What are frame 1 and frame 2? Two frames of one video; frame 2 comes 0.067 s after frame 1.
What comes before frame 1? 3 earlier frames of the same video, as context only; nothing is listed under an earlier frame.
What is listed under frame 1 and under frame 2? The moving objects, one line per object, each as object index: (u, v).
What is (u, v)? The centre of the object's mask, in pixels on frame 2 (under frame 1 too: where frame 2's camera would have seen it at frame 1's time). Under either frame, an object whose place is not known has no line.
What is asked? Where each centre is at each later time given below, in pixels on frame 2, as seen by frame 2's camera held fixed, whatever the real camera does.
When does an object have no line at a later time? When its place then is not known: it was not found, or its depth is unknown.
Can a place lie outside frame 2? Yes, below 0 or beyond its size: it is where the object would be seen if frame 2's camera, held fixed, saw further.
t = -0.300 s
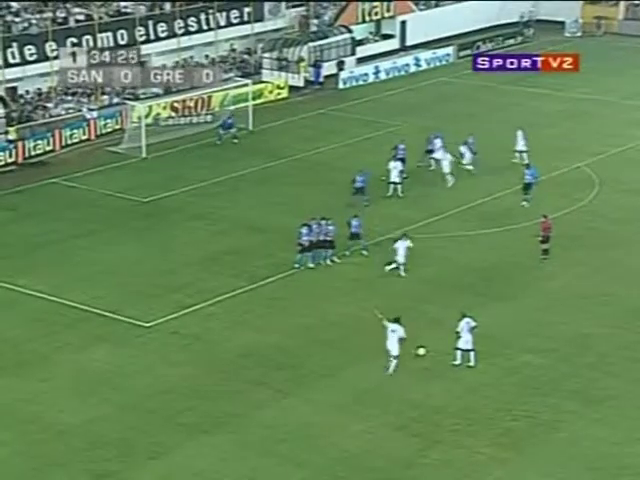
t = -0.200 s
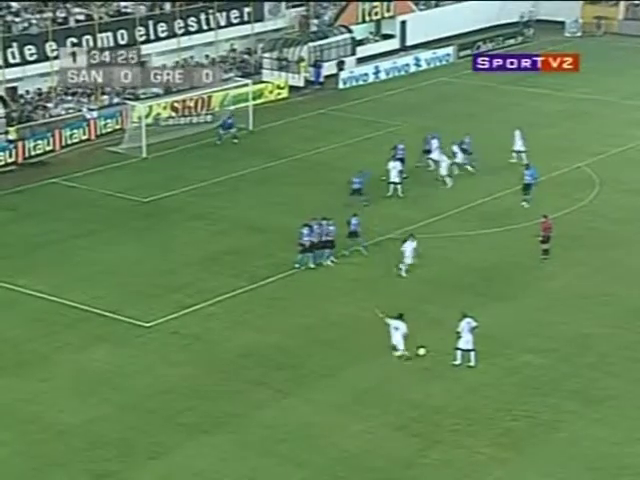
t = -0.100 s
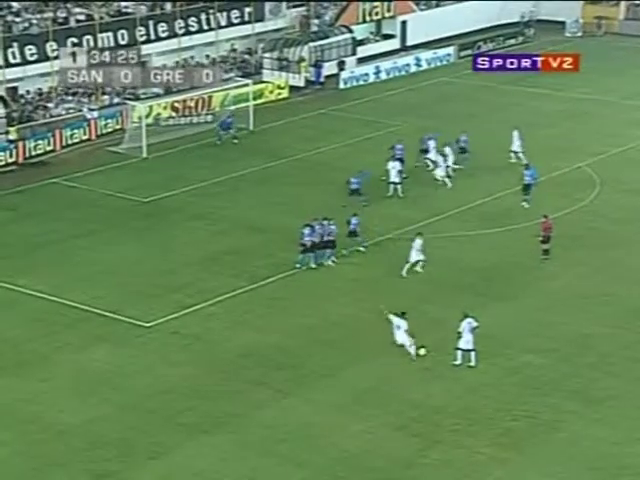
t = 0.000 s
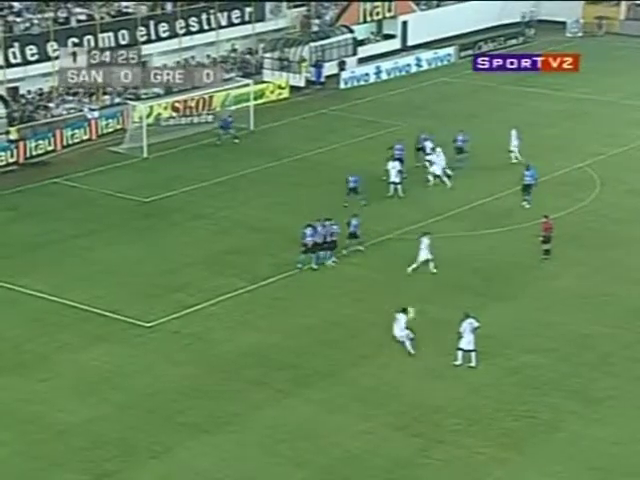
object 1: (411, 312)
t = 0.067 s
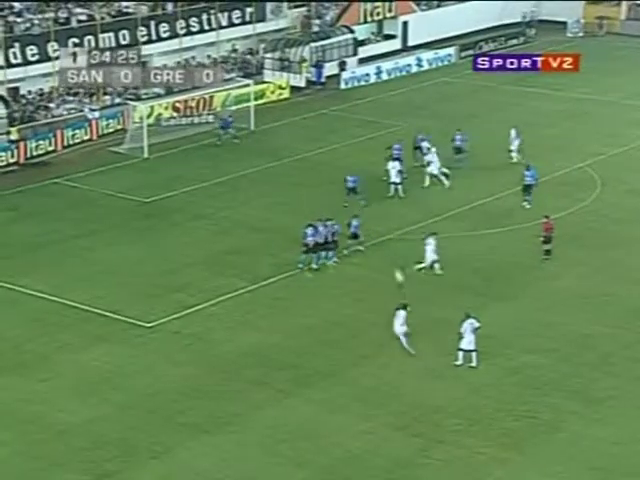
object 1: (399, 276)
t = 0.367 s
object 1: (336, 164)
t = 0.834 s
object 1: (230, 100)
